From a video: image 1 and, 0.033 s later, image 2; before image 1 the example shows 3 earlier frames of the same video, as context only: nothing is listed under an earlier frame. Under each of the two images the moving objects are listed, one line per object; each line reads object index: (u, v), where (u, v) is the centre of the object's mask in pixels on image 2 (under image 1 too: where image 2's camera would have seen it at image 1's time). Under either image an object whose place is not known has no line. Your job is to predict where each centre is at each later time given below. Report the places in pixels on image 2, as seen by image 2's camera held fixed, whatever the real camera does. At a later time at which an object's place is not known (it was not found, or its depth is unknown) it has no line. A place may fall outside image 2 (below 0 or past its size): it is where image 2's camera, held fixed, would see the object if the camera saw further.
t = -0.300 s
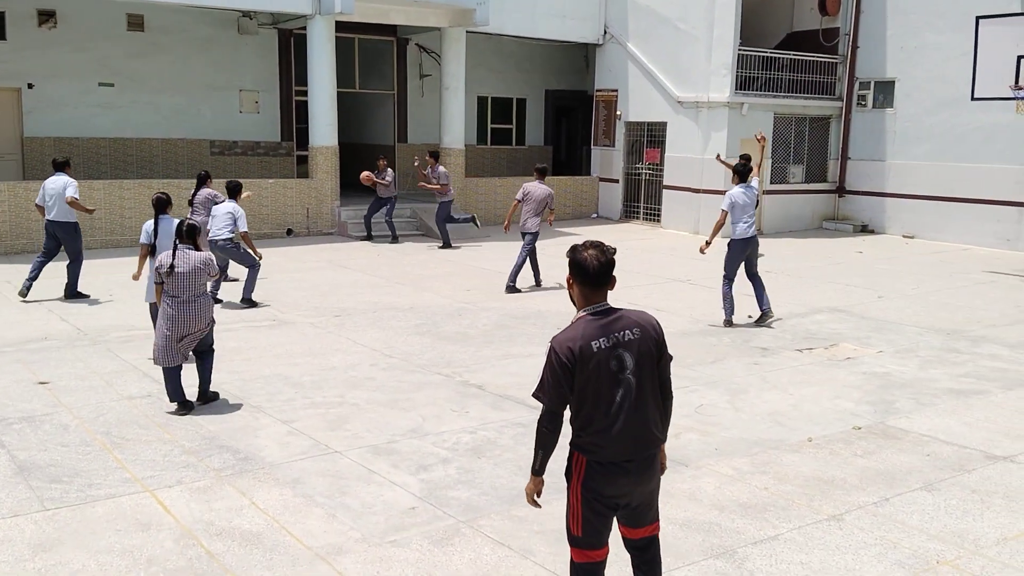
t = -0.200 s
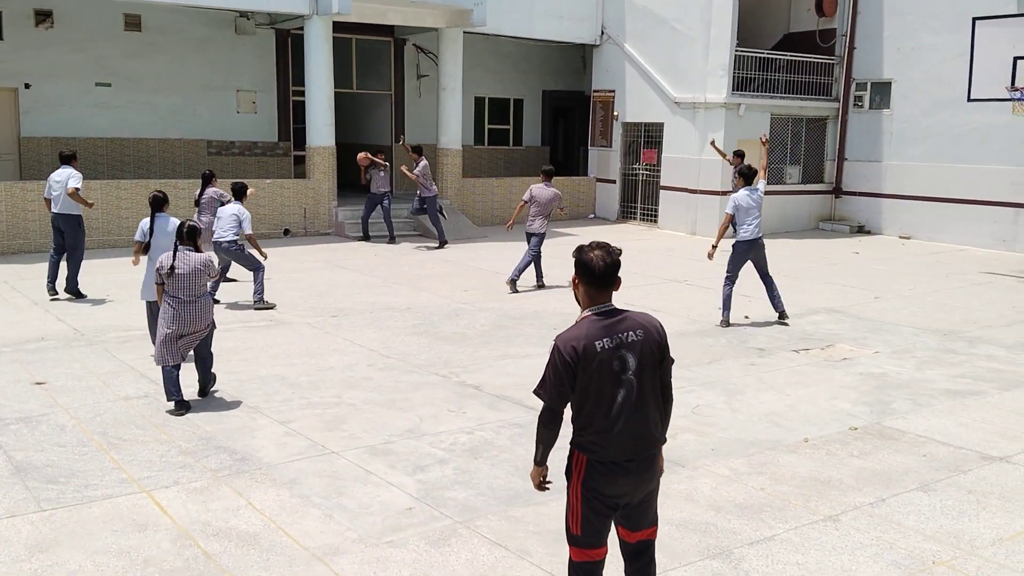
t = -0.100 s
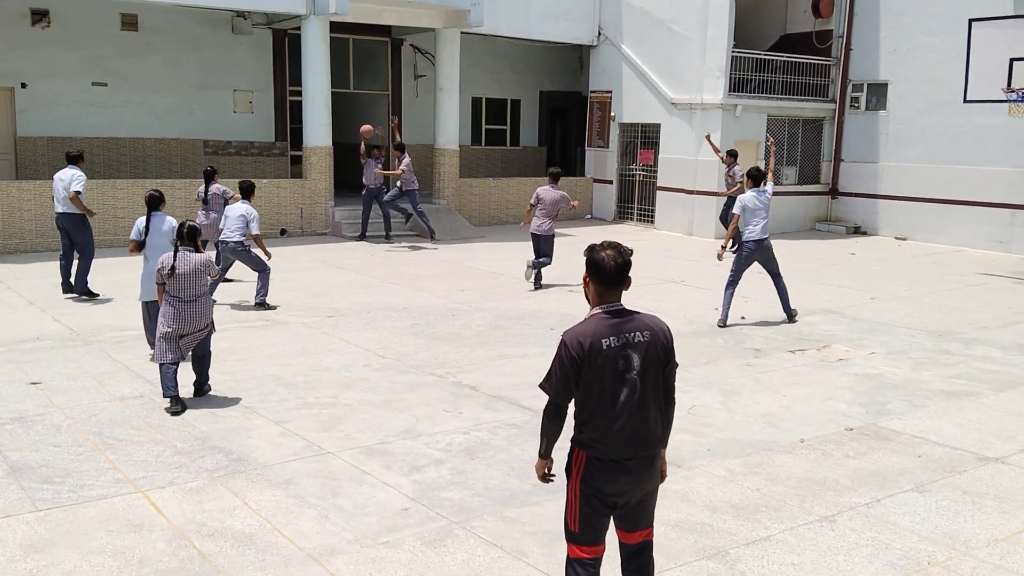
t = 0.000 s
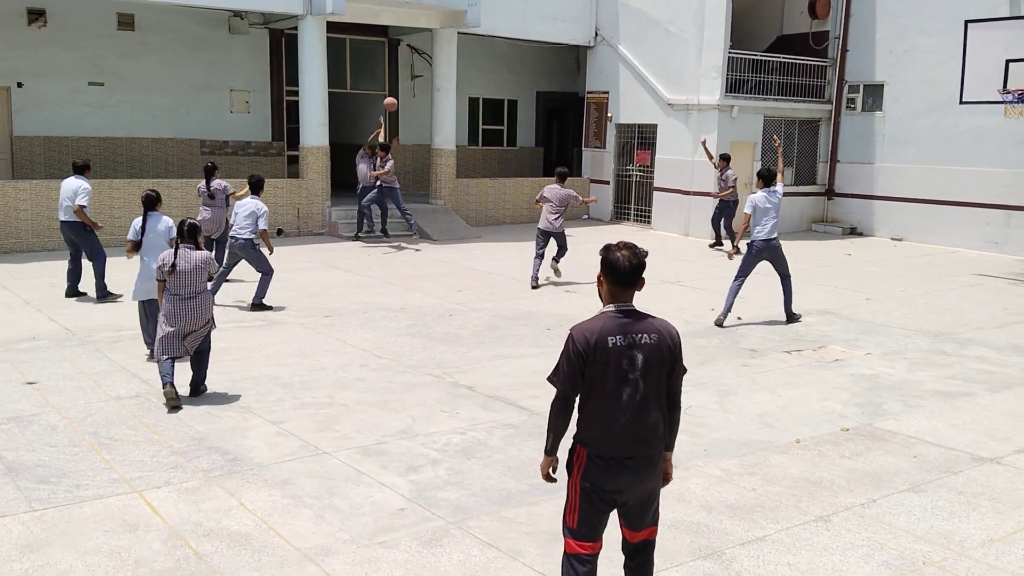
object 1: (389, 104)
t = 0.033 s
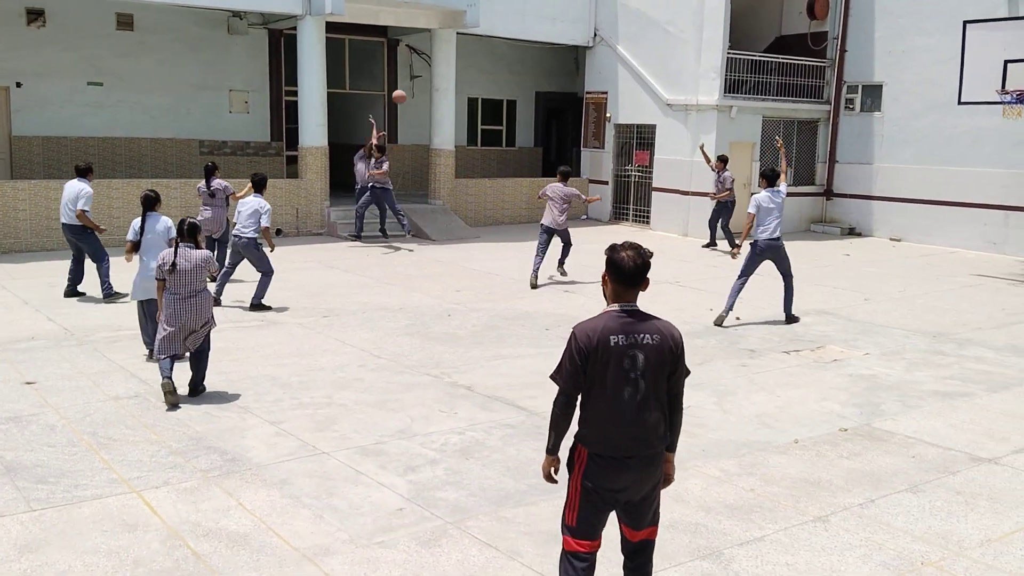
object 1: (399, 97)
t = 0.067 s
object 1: (409, 90)
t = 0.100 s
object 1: (418, 83)
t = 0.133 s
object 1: (428, 78)
